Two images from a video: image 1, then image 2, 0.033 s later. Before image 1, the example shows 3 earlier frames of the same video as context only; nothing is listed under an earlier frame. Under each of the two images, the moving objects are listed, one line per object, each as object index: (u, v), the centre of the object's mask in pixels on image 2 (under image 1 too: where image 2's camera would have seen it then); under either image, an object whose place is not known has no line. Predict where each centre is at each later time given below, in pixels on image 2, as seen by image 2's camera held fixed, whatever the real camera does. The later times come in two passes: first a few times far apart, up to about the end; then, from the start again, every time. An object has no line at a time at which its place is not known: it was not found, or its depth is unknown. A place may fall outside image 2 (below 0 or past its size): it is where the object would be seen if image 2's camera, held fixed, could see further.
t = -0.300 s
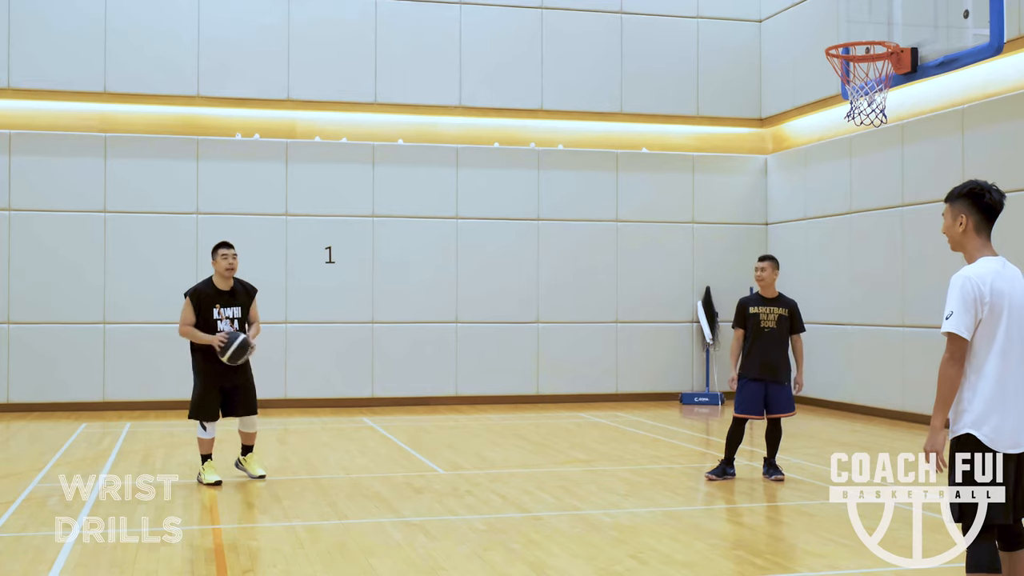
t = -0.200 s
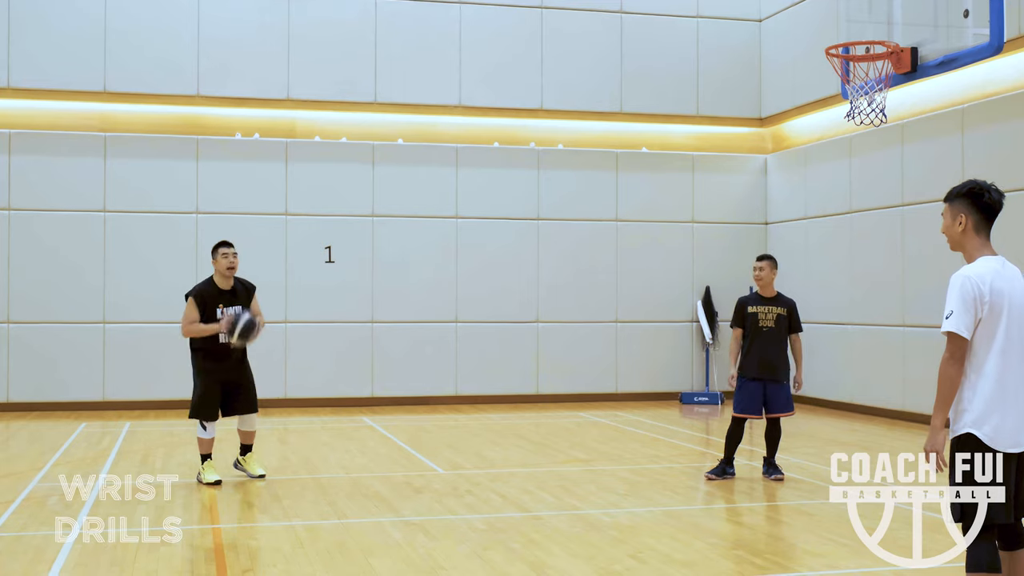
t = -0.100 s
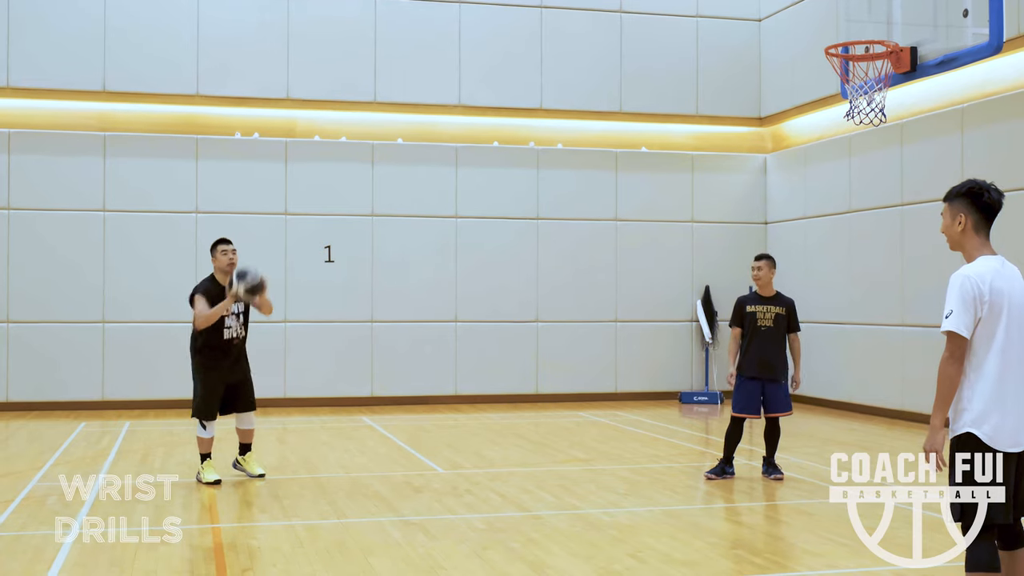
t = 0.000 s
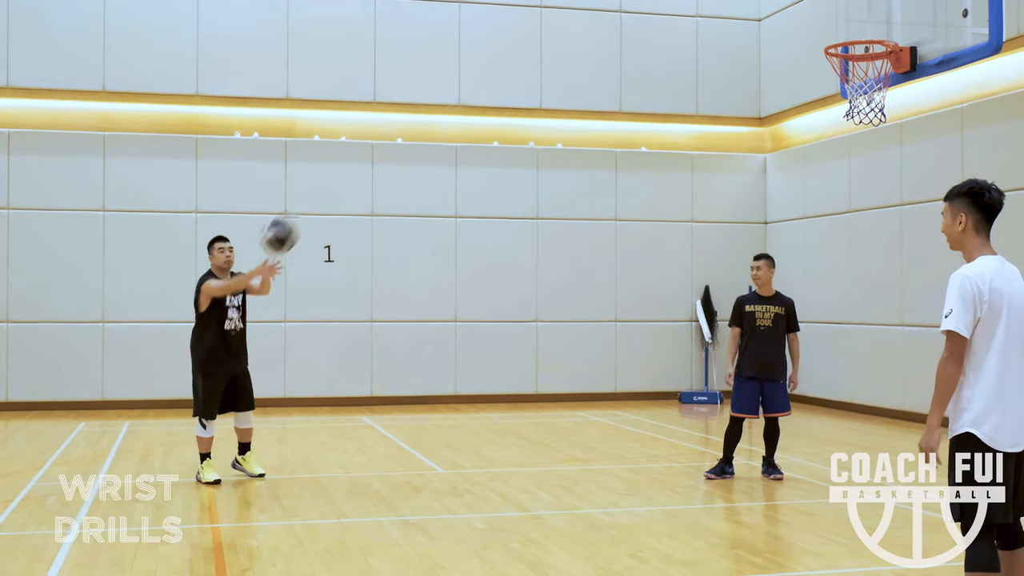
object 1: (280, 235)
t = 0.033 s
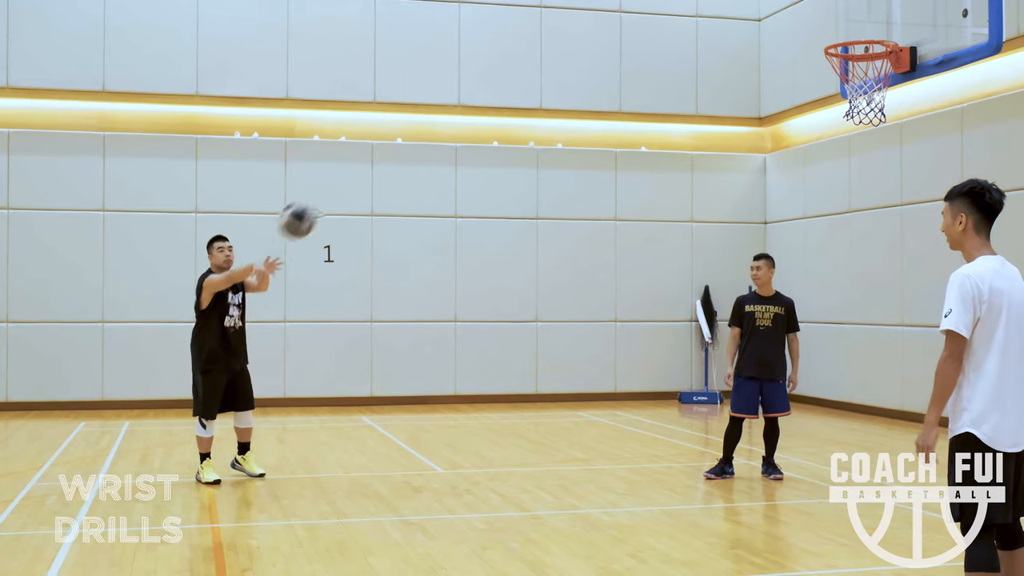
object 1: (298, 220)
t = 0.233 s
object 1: (419, 148)
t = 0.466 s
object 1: (613, 123)
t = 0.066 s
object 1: (315, 206)
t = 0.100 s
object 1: (335, 192)
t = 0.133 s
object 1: (354, 179)
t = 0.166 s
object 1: (376, 167)
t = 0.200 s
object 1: (399, 155)
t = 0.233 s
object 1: (419, 148)
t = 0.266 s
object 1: (443, 140)
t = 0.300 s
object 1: (469, 132)
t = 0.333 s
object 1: (495, 127)
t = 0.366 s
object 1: (522, 123)
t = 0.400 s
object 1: (551, 121)
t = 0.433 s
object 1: (581, 121)
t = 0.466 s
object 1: (613, 123)
